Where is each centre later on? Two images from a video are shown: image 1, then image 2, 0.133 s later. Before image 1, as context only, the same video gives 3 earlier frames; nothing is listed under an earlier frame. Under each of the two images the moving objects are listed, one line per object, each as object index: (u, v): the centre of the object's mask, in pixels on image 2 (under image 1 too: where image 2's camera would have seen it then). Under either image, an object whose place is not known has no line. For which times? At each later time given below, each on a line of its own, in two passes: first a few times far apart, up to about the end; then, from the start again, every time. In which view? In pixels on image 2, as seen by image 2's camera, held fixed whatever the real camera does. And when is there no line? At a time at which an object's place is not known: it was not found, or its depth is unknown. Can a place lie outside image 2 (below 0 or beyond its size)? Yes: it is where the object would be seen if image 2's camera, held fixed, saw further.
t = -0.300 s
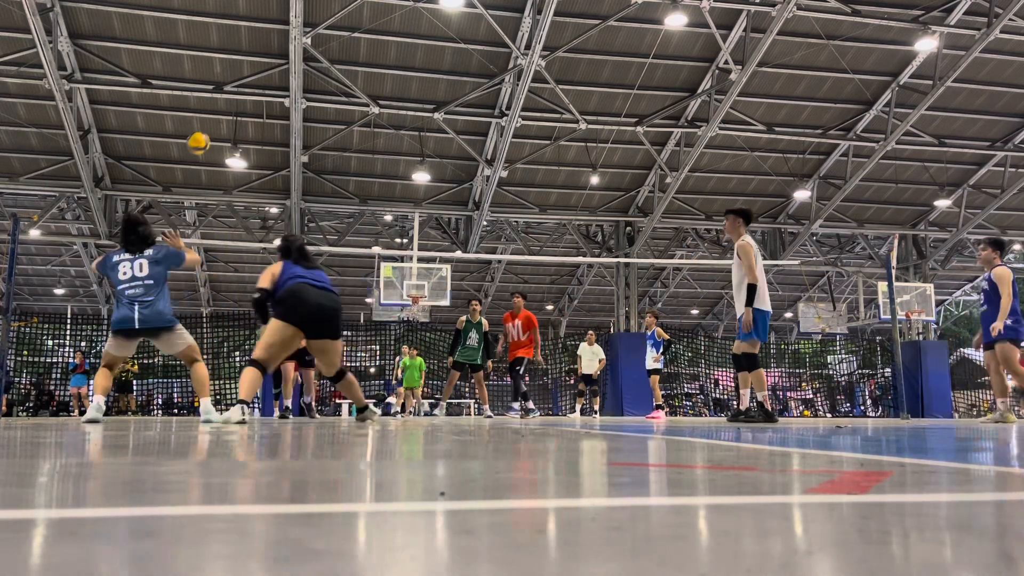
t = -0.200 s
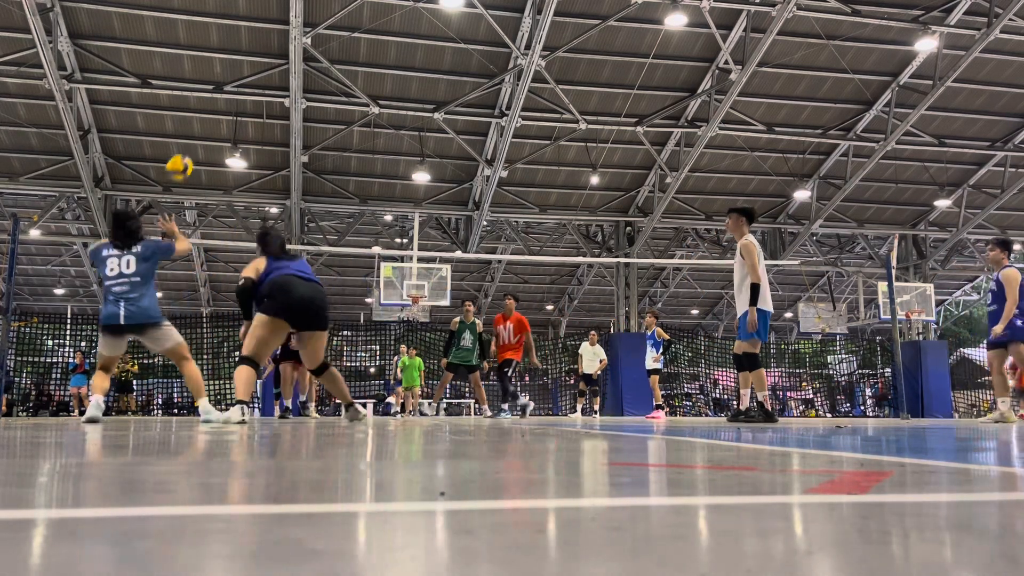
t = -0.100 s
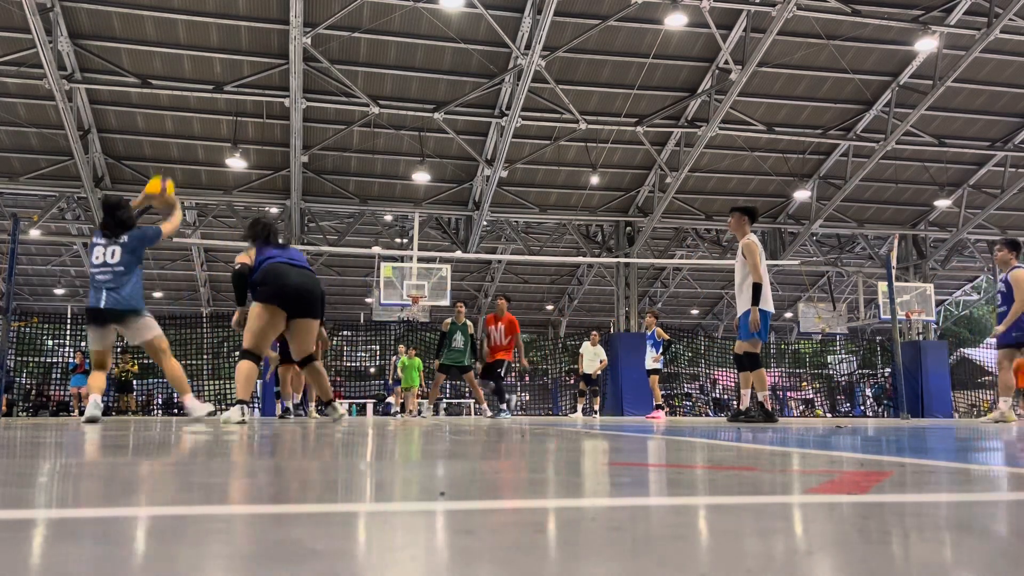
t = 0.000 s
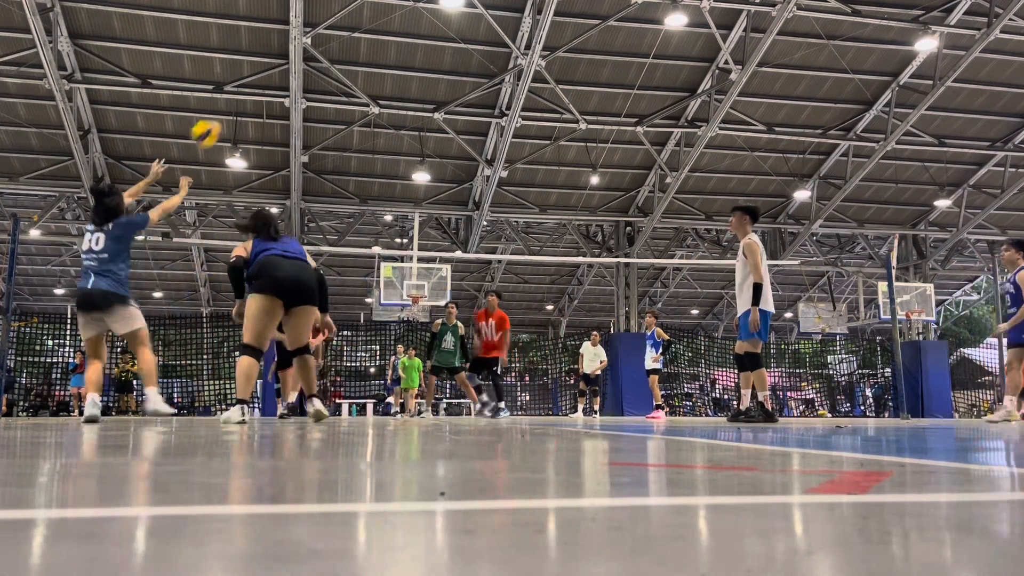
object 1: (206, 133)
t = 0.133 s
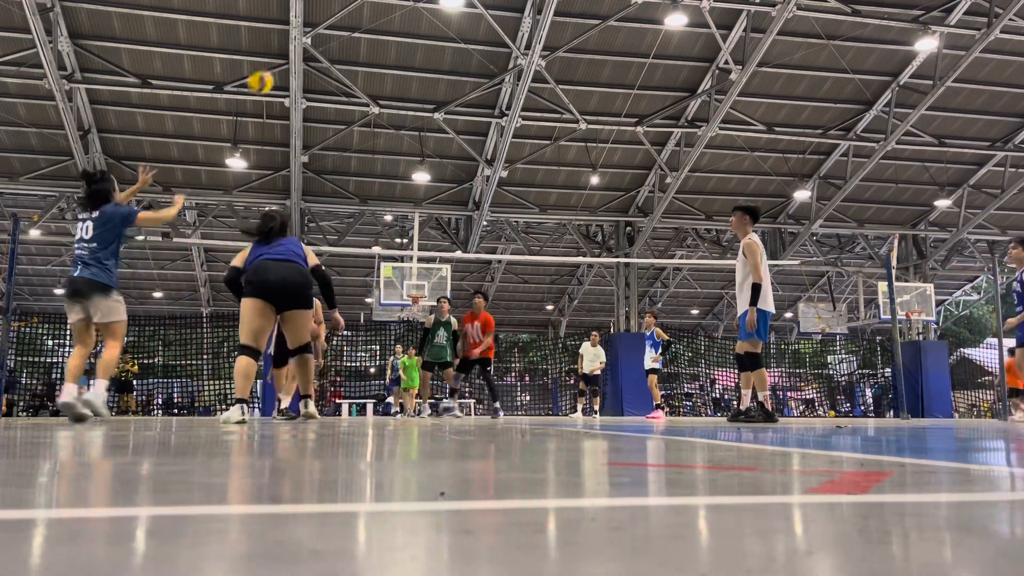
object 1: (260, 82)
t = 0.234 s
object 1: (294, 61)
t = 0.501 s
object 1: (363, 58)
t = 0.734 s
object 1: (410, 102)
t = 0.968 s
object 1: (448, 178)
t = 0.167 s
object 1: (272, 74)
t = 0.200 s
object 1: (284, 67)
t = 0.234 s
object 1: (294, 61)
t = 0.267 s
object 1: (304, 55)
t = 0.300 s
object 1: (314, 54)
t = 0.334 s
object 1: (323, 52)
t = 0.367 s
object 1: (332, 51)
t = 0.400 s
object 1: (341, 52)
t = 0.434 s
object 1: (348, 53)
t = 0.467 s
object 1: (356, 55)
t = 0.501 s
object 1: (363, 58)
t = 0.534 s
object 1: (371, 62)
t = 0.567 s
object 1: (377, 67)
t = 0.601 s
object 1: (384, 73)
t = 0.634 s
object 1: (391, 79)
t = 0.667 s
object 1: (397, 86)
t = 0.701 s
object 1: (403, 94)
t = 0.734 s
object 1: (410, 102)
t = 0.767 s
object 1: (415, 111)
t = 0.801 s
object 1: (422, 121)
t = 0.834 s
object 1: (426, 132)
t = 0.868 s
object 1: (432, 143)
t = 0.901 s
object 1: (437, 154)
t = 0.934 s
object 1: (443, 167)
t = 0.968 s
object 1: (448, 178)
